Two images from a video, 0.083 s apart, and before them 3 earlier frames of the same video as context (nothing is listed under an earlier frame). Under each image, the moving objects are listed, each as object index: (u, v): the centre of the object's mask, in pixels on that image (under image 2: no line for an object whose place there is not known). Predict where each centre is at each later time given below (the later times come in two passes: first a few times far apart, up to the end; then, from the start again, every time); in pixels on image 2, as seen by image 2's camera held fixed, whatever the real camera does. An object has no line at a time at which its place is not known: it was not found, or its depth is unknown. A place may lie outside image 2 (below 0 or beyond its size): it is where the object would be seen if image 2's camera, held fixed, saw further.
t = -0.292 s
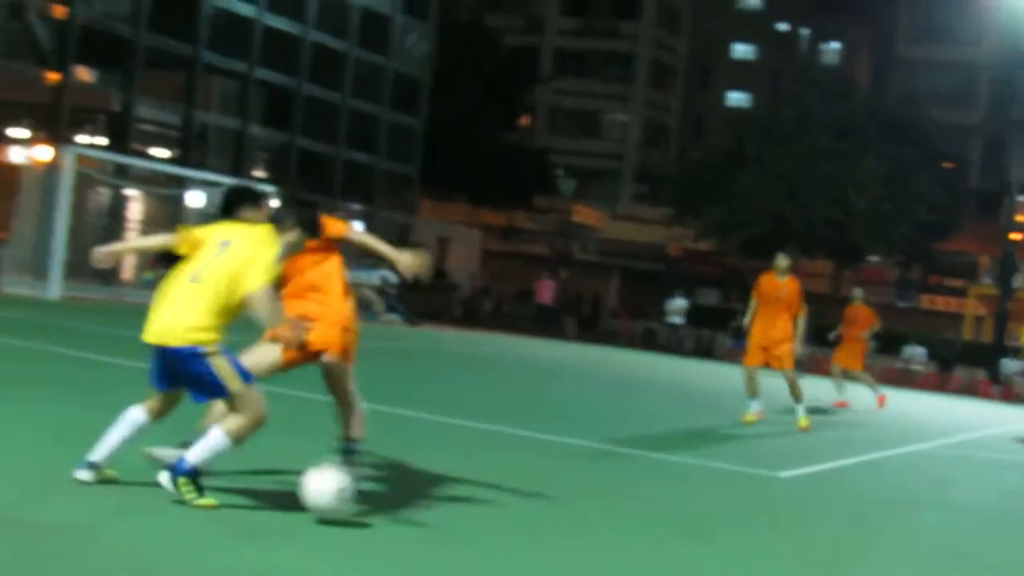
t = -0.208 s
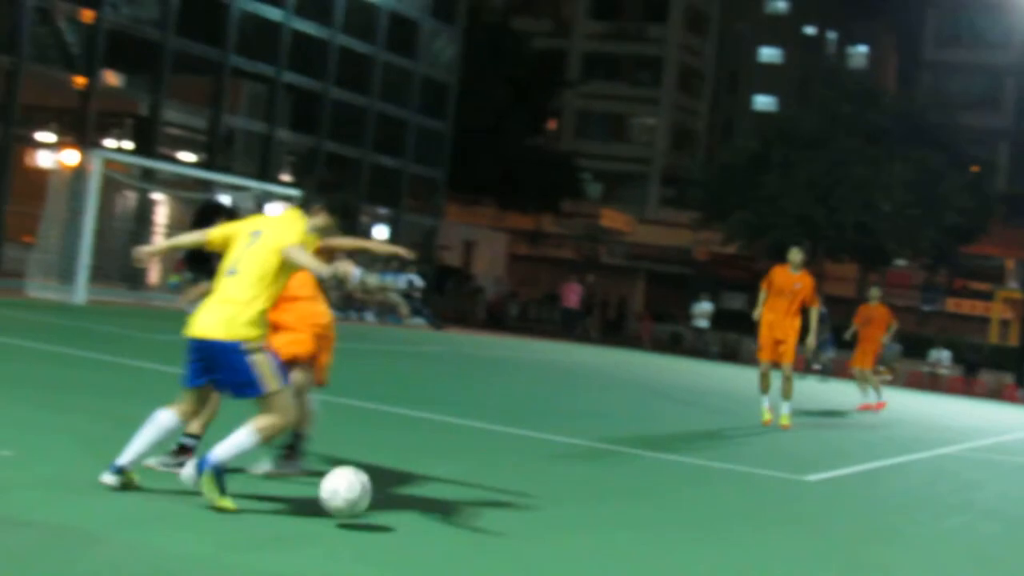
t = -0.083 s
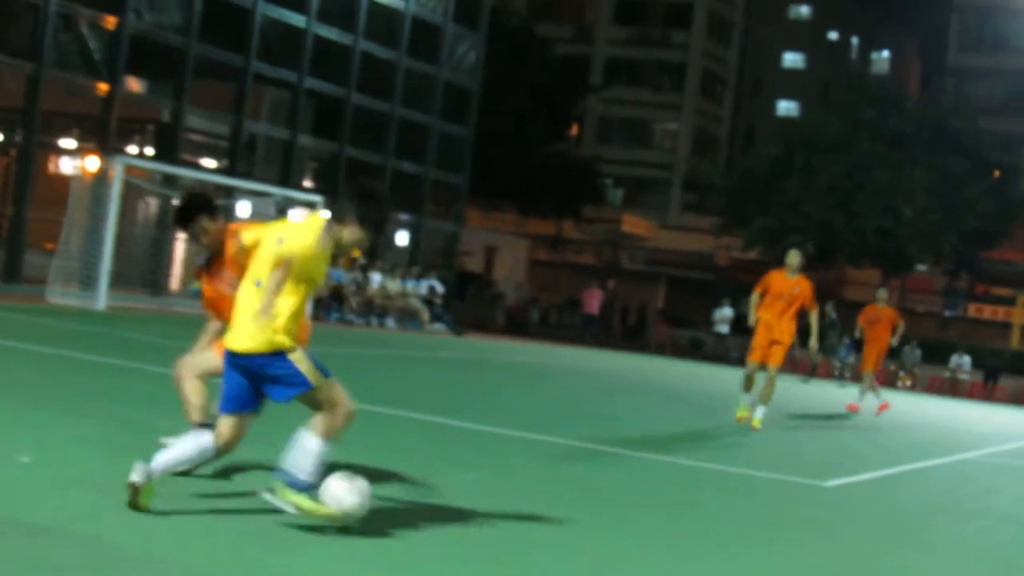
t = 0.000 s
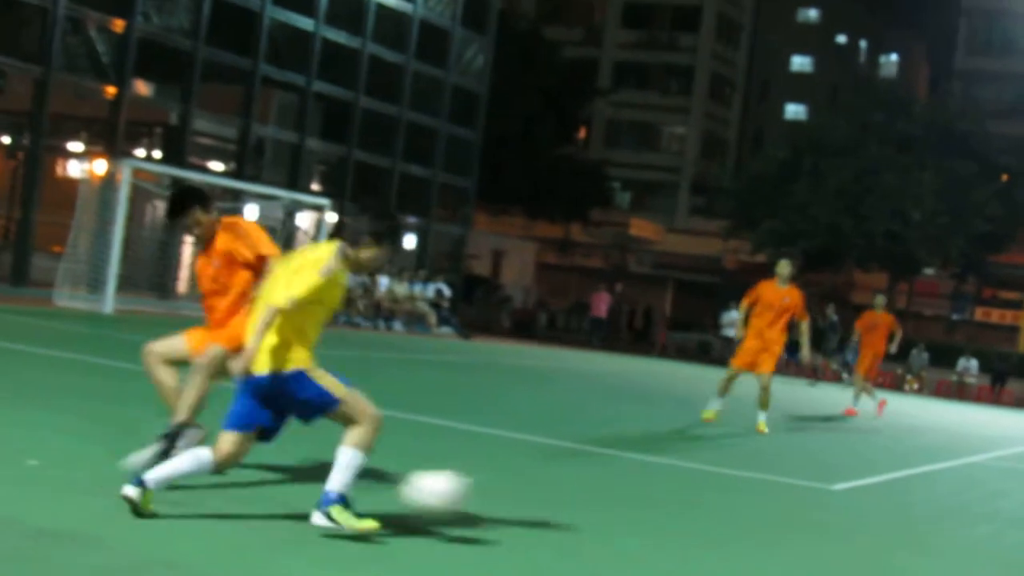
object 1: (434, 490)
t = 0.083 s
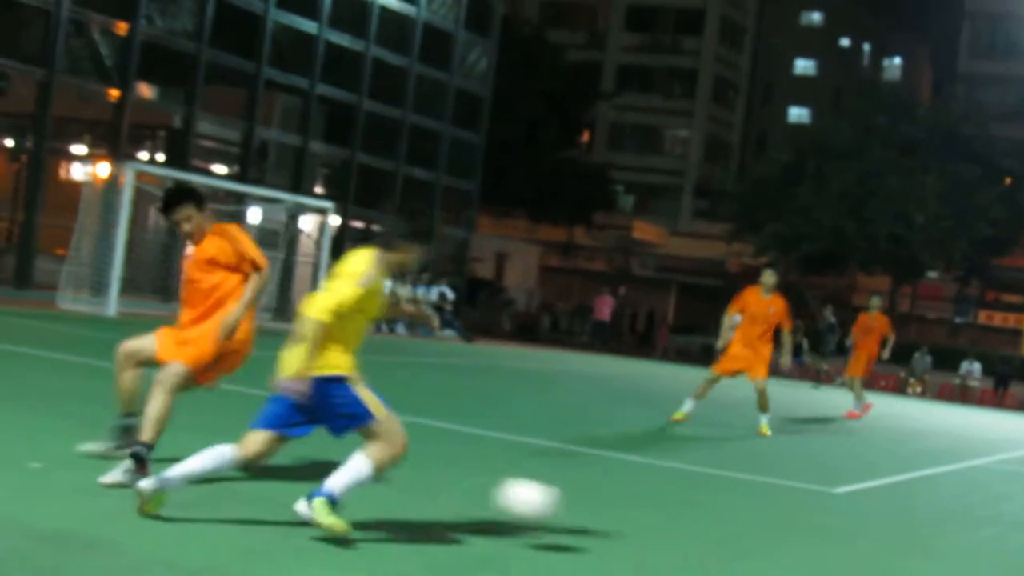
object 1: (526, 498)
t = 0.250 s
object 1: (662, 517)
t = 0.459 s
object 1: (754, 530)
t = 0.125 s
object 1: (569, 508)
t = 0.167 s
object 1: (611, 521)
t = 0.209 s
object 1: (642, 525)
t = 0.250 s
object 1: (662, 517)
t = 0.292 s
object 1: (683, 514)
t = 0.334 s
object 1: (702, 515)
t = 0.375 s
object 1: (721, 520)
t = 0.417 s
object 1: (738, 528)
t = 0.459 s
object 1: (754, 530)
